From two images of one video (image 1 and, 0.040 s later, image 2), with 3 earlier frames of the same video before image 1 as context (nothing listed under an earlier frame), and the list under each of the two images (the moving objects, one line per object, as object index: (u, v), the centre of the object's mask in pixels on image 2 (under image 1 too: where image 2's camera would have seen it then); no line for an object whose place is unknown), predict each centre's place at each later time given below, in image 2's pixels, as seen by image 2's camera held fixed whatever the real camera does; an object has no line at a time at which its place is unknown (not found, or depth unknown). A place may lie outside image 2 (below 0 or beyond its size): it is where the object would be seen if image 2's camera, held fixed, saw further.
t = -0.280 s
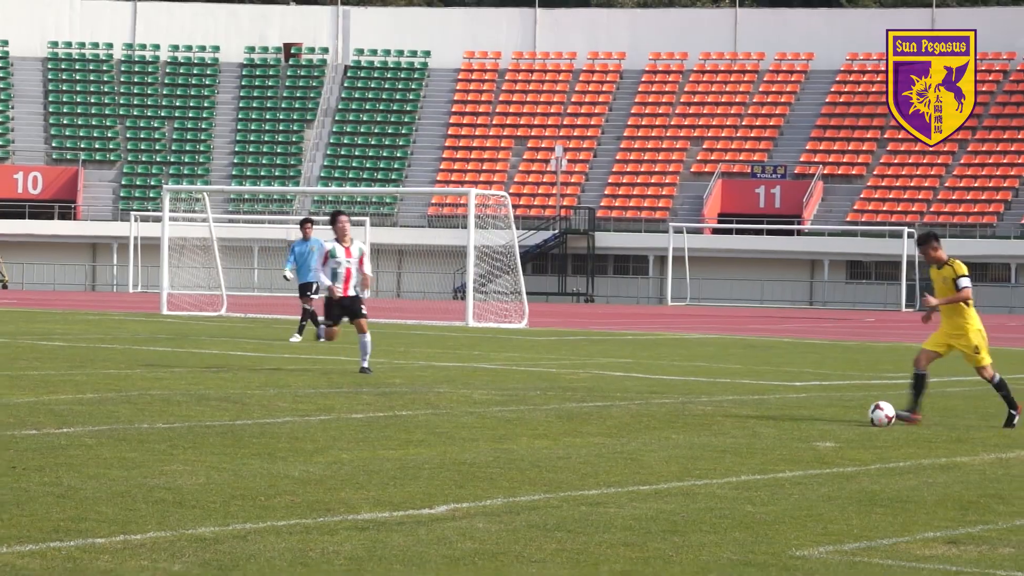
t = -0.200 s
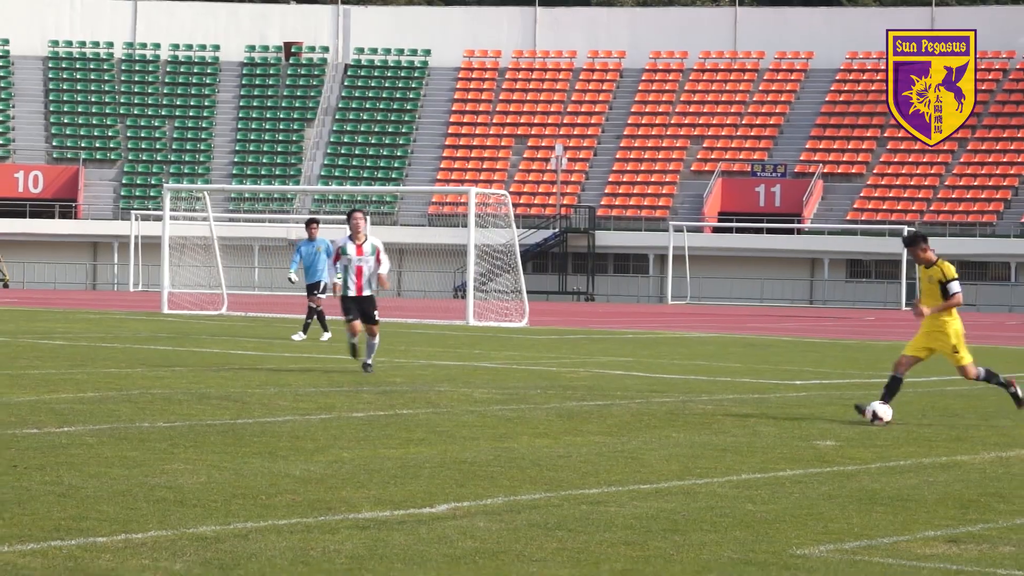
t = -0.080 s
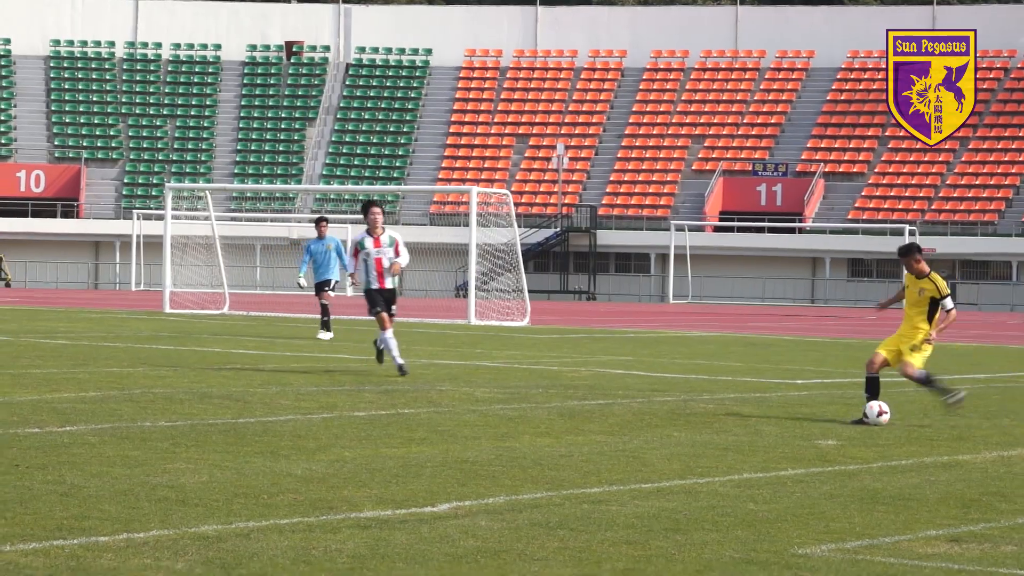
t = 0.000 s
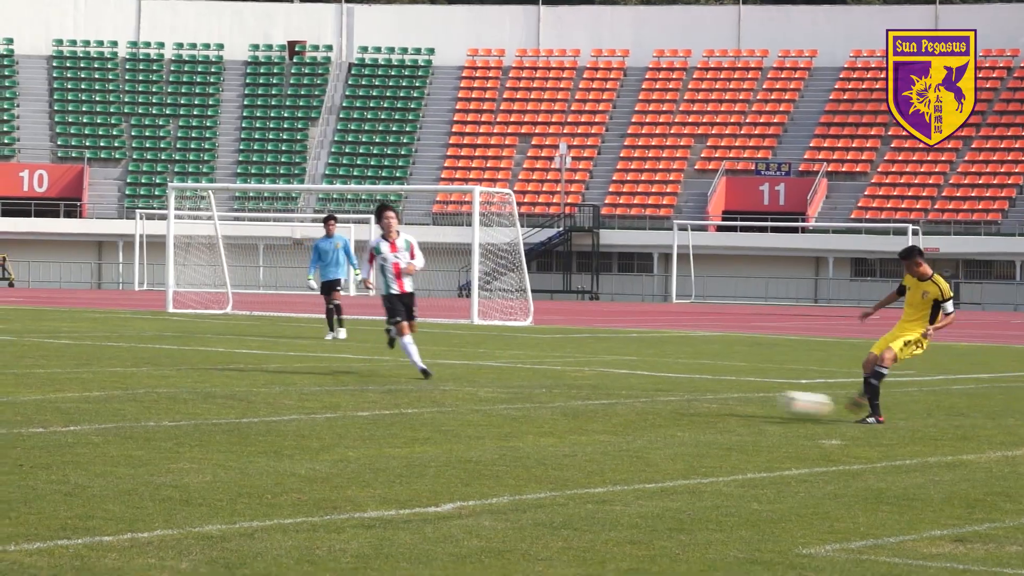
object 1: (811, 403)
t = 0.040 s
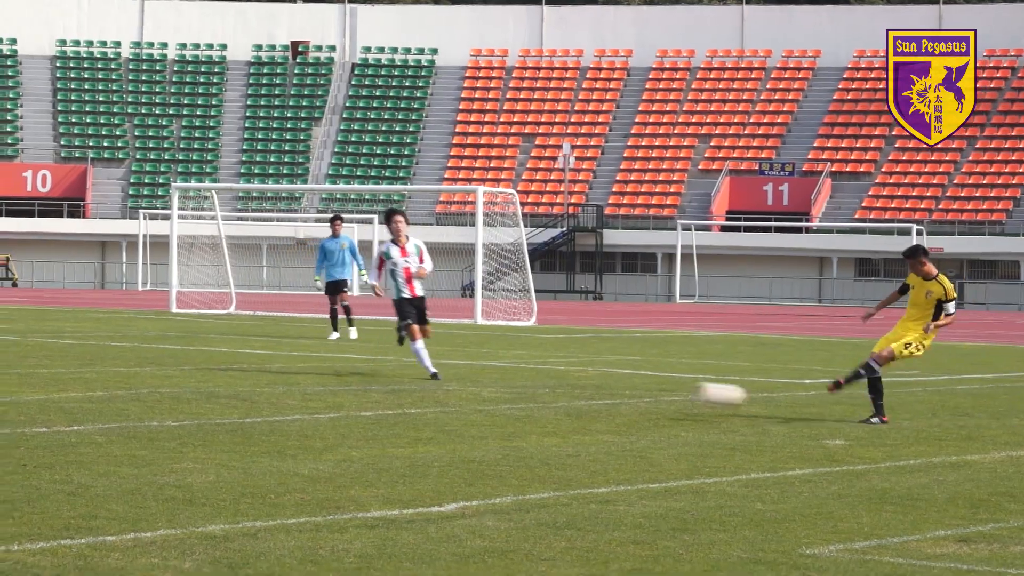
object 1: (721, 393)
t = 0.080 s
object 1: (630, 385)
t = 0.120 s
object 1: (544, 381)
